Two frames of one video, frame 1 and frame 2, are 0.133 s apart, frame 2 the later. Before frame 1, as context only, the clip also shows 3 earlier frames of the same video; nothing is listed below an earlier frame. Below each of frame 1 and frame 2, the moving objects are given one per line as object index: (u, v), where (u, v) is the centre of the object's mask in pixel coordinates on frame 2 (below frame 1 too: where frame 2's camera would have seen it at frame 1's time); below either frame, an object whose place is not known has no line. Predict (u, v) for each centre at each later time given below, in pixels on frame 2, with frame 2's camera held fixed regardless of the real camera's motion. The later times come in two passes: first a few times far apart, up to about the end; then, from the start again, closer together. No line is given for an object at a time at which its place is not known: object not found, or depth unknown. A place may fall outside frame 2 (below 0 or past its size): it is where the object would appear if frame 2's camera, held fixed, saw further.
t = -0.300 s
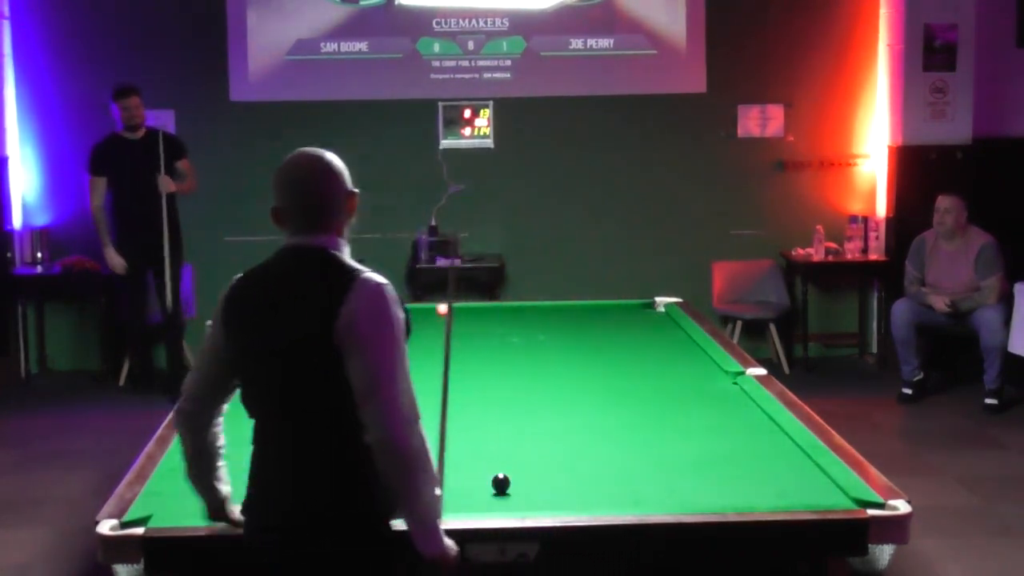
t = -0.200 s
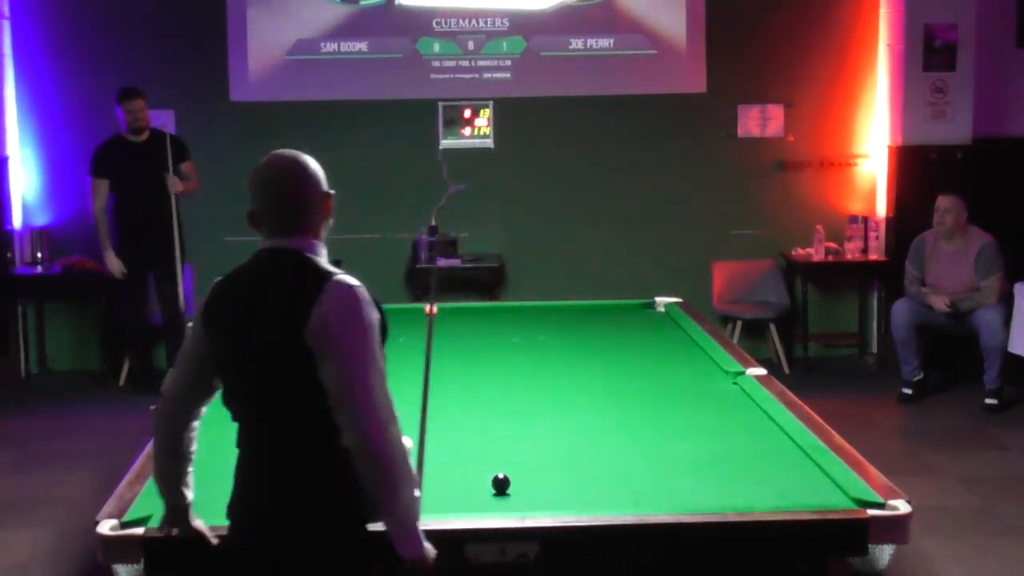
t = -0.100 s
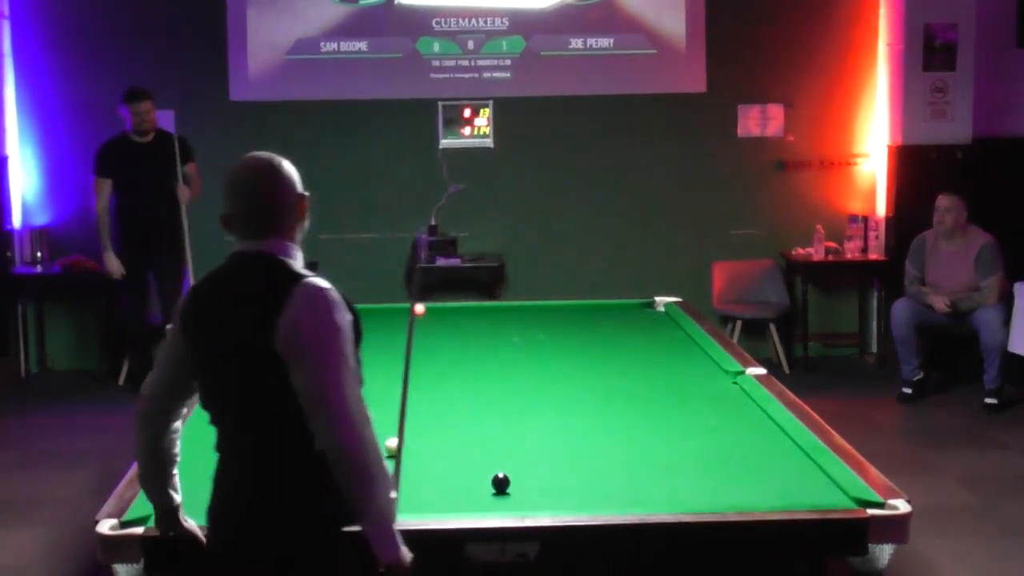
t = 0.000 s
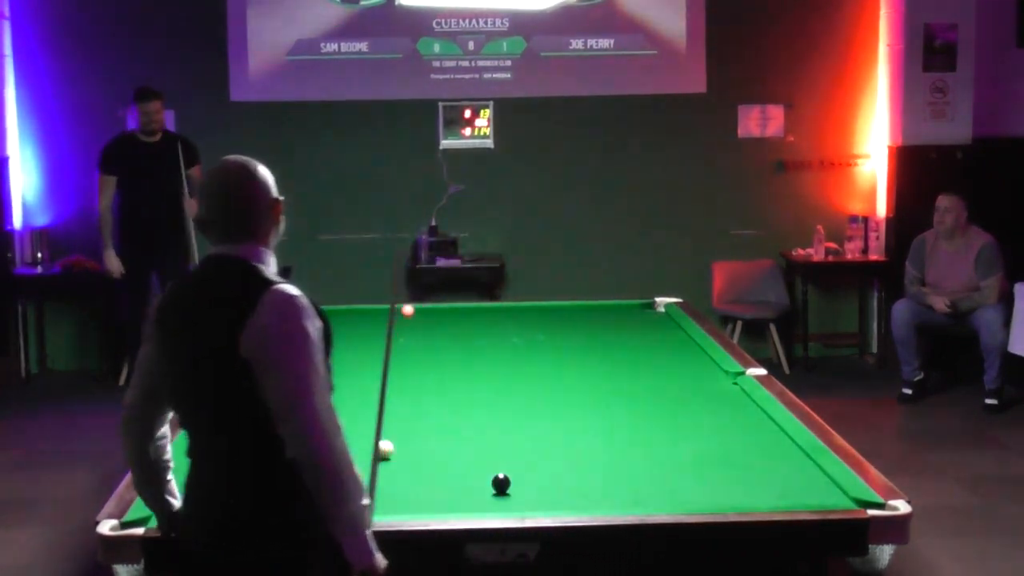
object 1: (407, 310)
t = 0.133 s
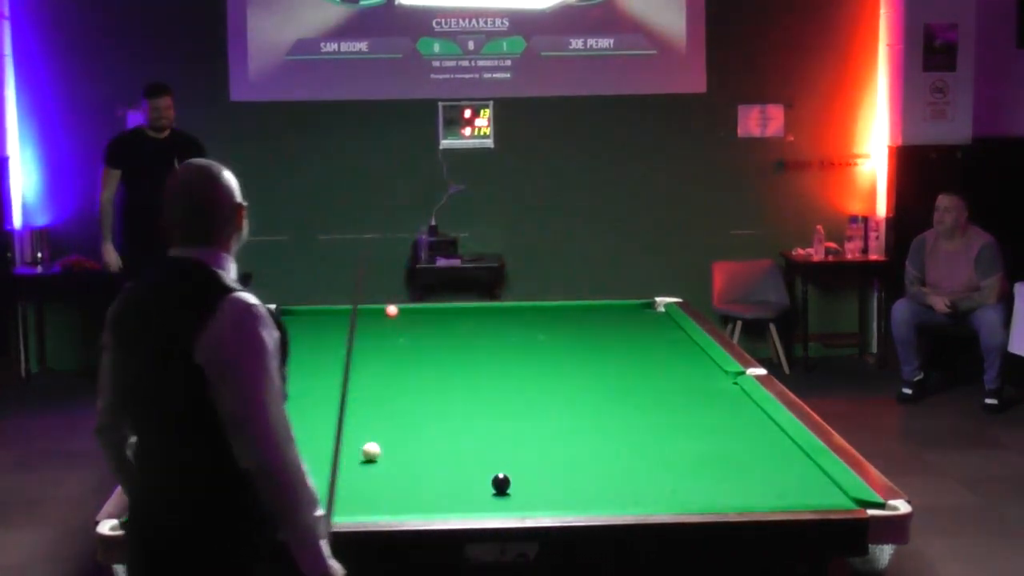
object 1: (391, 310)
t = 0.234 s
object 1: (380, 310)
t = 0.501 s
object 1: (352, 311)
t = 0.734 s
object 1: (327, 312)
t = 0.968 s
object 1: (305, 312)
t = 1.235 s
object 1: (279, 313)
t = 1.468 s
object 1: (286, 312)
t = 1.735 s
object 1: (299, 312)
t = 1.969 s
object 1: (307, 312)
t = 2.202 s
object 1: (315, 311)
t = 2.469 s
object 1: (322, 311)
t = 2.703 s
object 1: (327, 311)
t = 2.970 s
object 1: (331, 311)
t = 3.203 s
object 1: (334, 311)
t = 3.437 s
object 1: (336, 311)
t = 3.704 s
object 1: (336, 311)
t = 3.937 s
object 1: (336, 311)
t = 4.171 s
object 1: (337, 311)
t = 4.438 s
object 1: (336, 311)
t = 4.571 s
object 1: (337, 311)
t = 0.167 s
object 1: (389, 310)
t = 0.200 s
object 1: (384, 310)
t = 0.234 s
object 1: (380, 310)
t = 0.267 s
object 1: (378, 311)
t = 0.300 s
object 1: (373, 311)
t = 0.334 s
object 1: (369, 311)
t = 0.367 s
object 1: (367, 311)
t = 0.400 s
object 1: (362, 311)
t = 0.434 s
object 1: (358, 311)
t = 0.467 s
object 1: (356, 311)
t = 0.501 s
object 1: (352, 311)
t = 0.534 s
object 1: (347, 311)
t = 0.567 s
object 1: (345, 311)
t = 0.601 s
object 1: (341, 311)
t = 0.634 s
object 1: (337, 312)
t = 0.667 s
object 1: (335, 312)
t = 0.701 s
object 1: (331, 312)
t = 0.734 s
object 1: (327, 312)
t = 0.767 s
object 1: (324, 312)
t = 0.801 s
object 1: (320, 312)
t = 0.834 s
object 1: (316, 312)
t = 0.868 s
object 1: (315, 312)
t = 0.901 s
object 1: (311, 312)
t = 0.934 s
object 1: (307, 312)
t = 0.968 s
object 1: (305, 312)
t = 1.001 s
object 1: (301, 313)
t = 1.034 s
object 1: (297, 313)
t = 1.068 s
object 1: (295, 313)
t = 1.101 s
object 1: (291, 313)
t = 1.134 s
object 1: (288, 313)
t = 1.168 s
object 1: (286, 313)
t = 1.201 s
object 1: (282, 313)
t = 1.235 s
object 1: (279, 313)
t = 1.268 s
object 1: (277, 313)
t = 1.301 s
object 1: (280, 313)
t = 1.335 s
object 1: (283, 313)
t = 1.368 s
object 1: (283, 313)
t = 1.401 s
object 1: (285, 312)
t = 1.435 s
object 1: (285, 313)
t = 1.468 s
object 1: (286, 312)
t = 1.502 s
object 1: (288, 312)
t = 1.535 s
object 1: (290, 313)
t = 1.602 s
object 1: (292, 312)
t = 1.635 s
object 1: (294, 312)
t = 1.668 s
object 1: (295, 312)
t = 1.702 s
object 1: (297, 312)
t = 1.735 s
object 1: (299, 312)
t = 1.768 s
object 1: (300, 312)
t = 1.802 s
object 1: (301, 312)
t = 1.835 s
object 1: (302, 311)
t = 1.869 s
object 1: (303, 312)
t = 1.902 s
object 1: (305, 312)
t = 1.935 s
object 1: (307, 312)
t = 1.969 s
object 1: (307, 312)
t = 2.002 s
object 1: (309, 311)
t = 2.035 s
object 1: (310, 311)
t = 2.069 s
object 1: (311, 311)
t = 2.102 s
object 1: (312, 311)
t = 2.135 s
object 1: (314, 311)
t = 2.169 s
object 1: (314, 311)
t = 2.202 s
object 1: (315, 311)
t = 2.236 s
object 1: (317, 311)
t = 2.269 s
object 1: (317, 311)
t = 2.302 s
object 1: (318, 311)
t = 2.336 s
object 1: (319, 311)
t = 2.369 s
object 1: (320, 311)
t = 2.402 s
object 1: (321, 311)
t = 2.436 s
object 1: (321, 311)
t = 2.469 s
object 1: (322, 311)
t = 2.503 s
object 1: (323, 311)
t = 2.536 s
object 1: (324, 311)
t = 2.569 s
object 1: (324, 311)
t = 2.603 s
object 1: (325, 311)
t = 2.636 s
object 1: (326, 311)
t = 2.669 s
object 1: (326, 311)
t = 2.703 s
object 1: (327, 311)
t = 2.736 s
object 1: (328, 311)
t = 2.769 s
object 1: (328, 311)
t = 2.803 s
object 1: (328, 311)
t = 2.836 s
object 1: (329, 311)
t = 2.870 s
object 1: (330, 311)
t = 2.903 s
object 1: (330, 311)
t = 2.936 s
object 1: (331, 311)
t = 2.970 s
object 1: (331, 311)
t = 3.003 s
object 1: (332, 311)
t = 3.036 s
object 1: (332, 311)
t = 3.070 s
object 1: (333, 311)
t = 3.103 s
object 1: (333, 311)
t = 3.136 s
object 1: (333, 311)
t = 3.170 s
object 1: (334, 311)
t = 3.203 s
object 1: (334, 311)
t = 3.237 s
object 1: (334, 311)
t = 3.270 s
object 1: (335, 311)
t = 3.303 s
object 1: (335, 311)
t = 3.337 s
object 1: (335, 311)
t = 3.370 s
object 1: (336, 311)
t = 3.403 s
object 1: (336, 311)
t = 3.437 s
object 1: (336, 311)
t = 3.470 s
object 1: (336, 311)
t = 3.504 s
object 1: (337, 311)
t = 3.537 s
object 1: (336, 311)
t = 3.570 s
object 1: (337, 311)
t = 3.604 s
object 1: (337, 311)
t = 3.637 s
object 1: (336, 311)
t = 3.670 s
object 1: (336, 311)
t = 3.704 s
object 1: (336, 311)
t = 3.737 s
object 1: (336, 311)
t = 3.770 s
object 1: (336, 311)
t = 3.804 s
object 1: (336, 311)
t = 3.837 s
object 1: (336, 311)
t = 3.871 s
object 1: (336, 311)
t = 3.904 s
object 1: (336, 311)
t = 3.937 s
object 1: (336, 311)
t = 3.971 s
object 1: (336, 311)
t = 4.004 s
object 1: (336, 311)
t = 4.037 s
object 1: (337, 311)
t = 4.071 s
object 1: (337, 311)
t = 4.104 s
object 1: (336, 311)
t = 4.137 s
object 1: (337, 311)
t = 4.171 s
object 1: (337, 311)
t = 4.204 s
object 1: (337, 311)
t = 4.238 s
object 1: (337, 311)
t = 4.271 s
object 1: (337, 311)
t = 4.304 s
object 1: (337, 311)
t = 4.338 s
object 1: (337, 311)
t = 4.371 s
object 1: (337, 311)
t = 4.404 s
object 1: (337, 311)
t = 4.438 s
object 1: (336, 311)
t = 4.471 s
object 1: (337, 311)
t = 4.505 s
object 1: (337, 311)
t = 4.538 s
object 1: (337, 311)
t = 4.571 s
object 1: (337, 311)
